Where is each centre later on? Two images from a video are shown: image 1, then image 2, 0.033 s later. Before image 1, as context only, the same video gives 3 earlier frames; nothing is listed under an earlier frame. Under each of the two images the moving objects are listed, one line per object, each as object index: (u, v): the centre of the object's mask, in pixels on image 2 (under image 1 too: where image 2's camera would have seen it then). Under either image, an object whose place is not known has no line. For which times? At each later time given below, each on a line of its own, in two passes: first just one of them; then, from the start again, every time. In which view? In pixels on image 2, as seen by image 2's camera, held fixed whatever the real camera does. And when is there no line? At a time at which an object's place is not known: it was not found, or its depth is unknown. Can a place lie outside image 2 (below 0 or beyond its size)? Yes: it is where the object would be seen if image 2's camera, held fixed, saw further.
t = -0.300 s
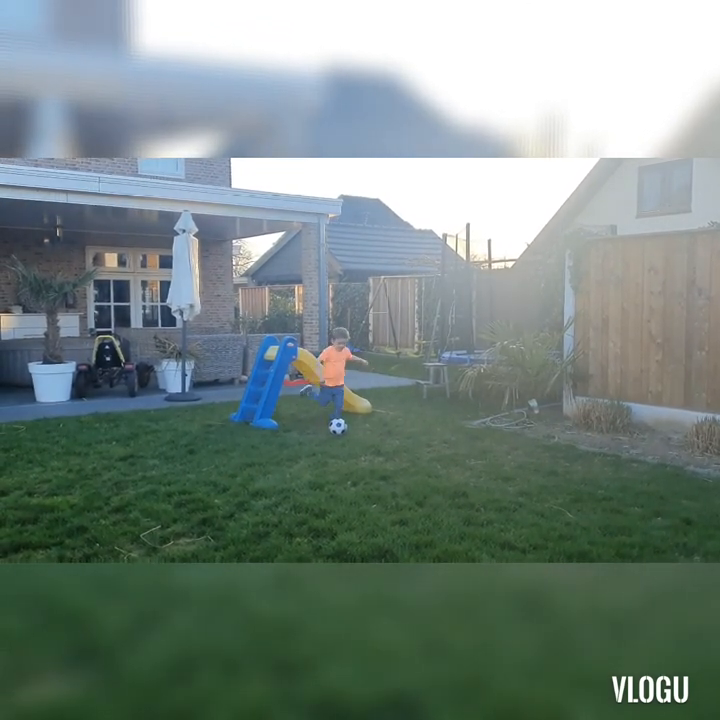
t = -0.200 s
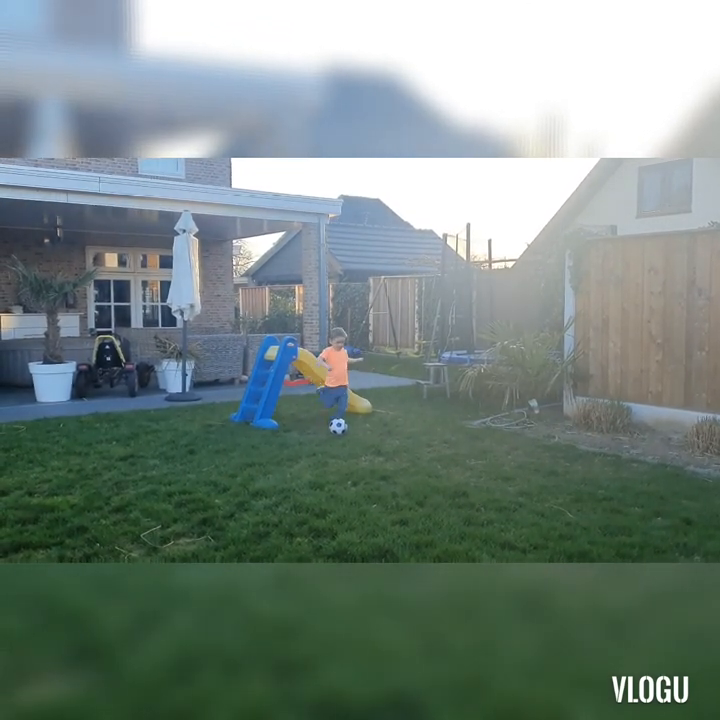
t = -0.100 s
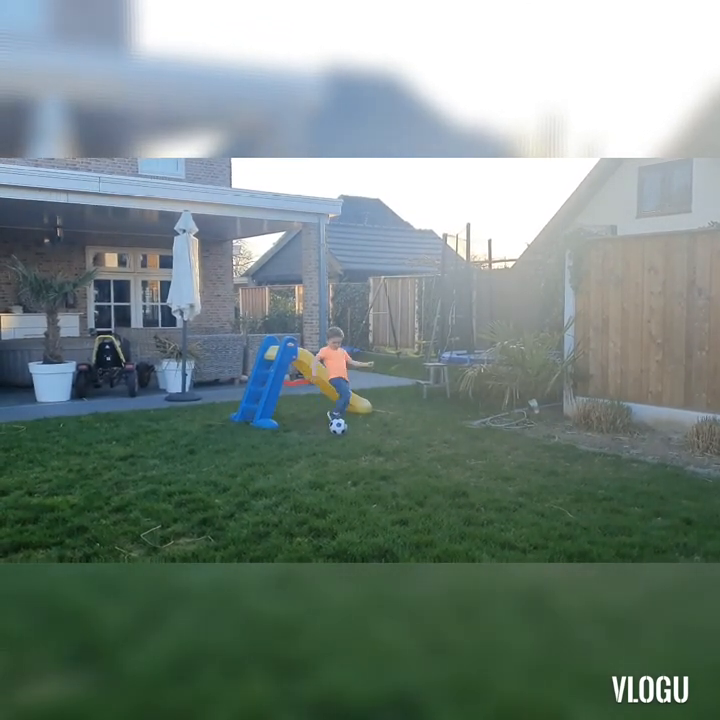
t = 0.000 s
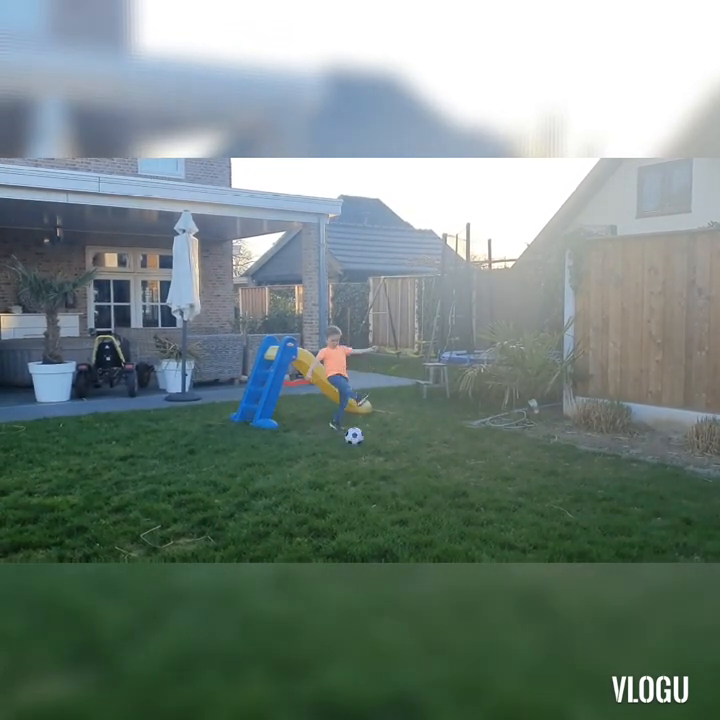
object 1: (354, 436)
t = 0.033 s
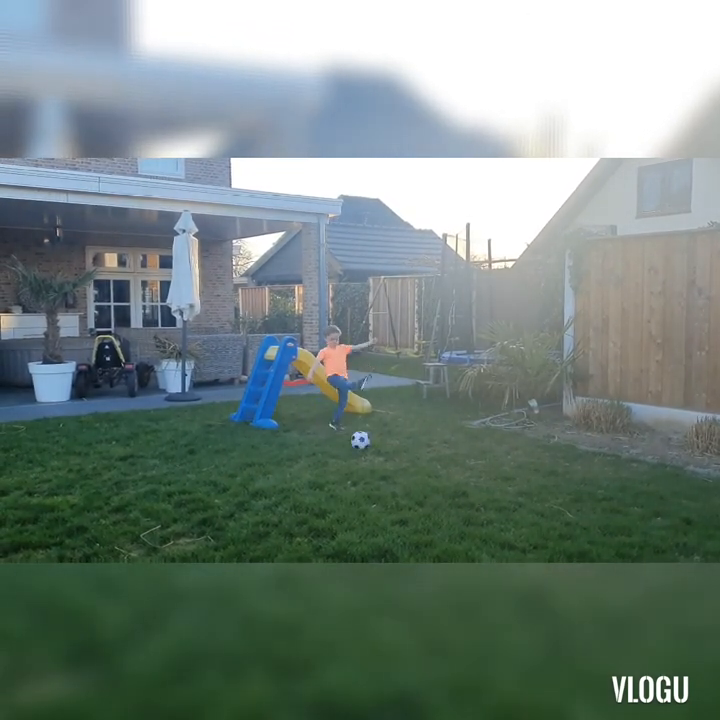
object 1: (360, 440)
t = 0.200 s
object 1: (388, 450)
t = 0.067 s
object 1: (364, 441)
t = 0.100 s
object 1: (369, 443)
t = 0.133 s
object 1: (375, 444)
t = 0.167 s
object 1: (382, 446)
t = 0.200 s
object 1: (388, 450)
